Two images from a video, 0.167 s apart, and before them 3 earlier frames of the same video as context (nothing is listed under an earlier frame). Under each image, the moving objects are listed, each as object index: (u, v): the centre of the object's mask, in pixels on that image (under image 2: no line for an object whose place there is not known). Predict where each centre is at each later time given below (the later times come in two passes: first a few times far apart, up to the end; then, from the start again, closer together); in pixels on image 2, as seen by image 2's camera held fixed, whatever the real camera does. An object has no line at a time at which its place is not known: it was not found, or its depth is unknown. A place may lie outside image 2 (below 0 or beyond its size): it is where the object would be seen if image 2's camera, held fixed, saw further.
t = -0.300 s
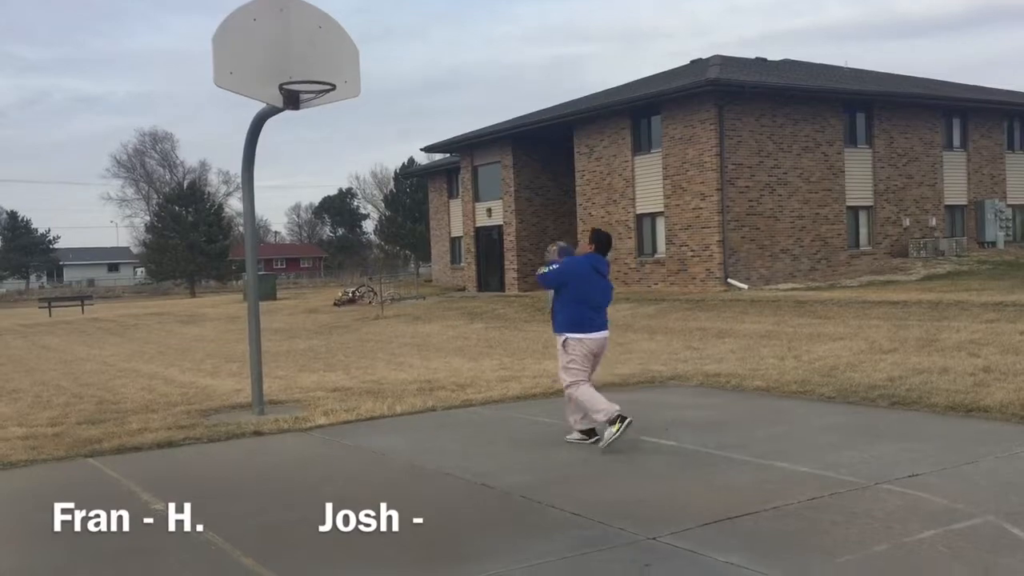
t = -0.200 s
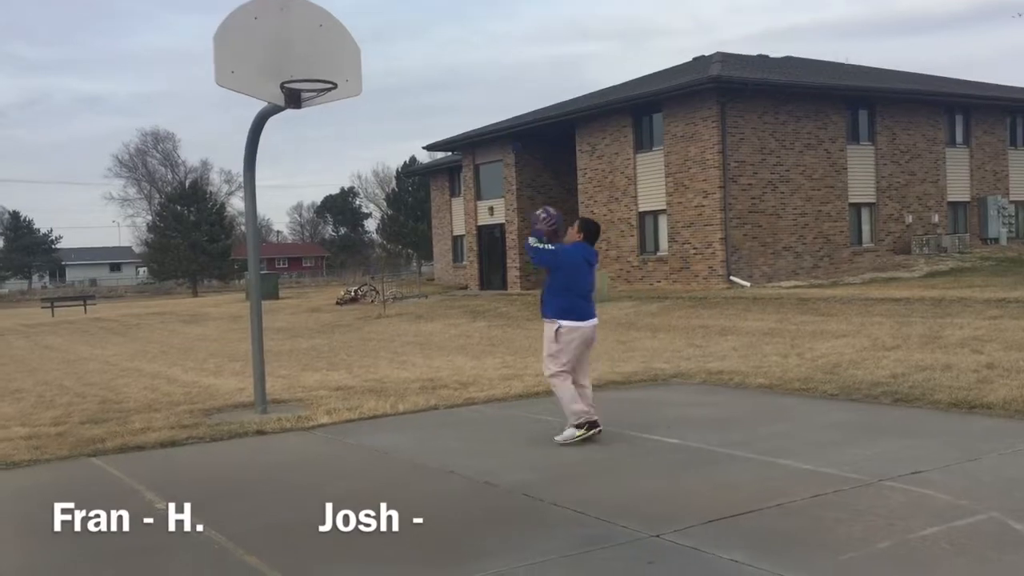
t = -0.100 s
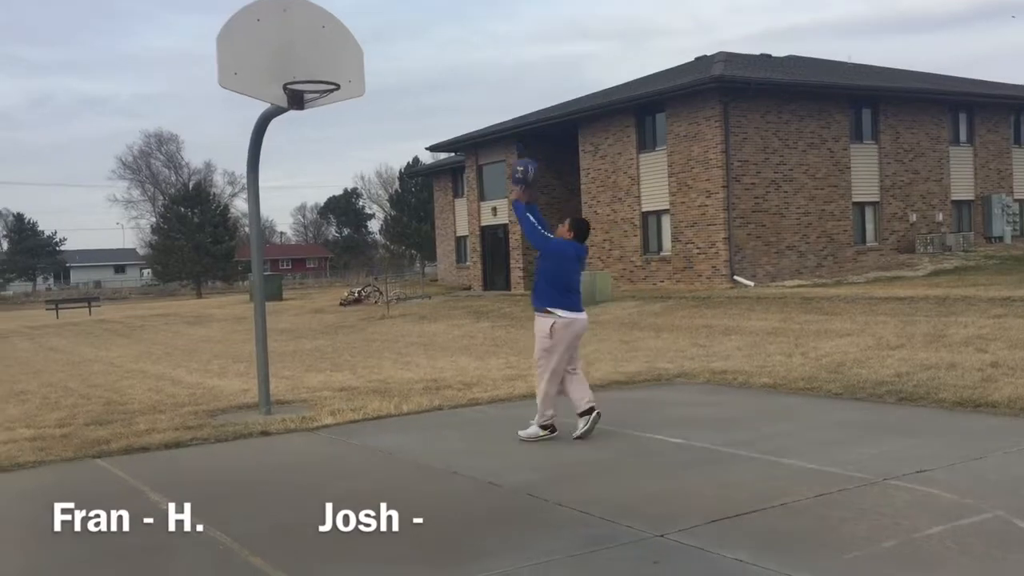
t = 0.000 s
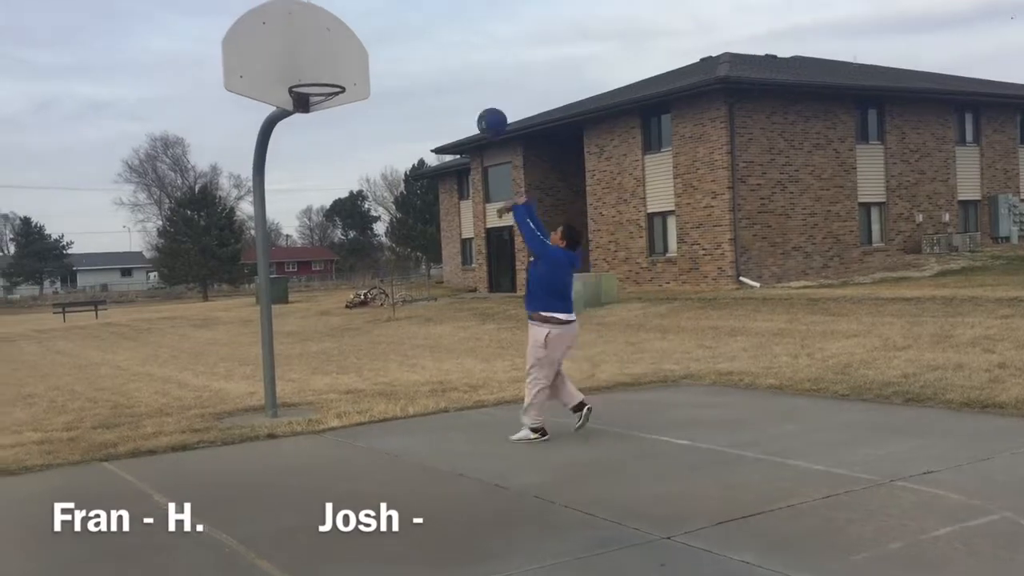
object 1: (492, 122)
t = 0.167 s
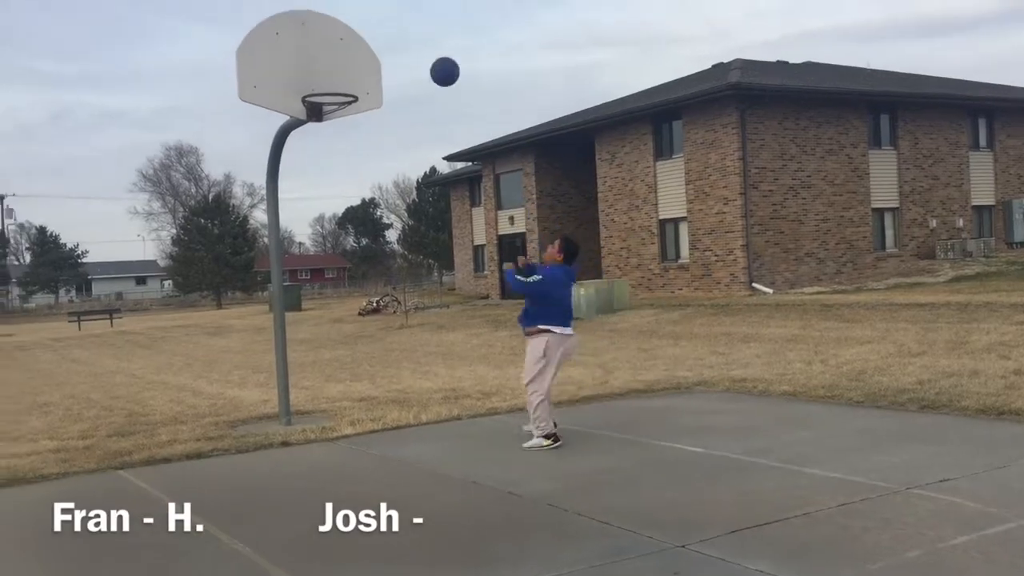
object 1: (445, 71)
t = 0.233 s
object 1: (422, 57)
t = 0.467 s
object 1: (348, 50)
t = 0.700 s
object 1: (284, 85)
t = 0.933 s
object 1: (261, 102)
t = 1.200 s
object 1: (244, 200)
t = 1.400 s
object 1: (231, 341)
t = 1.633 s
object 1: (213, 400)
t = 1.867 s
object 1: (187, 293)
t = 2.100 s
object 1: (162, 256)
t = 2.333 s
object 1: (138, 294)
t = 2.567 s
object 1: (115, 418)
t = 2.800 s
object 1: (89, 435)
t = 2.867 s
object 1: (79, 409)
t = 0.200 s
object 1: (433, 64)
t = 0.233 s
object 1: (422, 57)
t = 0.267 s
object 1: (411, 53)
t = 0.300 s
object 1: (400, 49)
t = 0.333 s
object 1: (389, 47)
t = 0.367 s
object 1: (379, 46)
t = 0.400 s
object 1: (369, 46)
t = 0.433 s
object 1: (358, 48)
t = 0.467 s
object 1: (348, 50)
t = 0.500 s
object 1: (338, 55)
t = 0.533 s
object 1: (329, 60)
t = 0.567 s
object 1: (319, 67)
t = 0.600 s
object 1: (310, 75)
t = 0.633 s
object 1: (300, 83)
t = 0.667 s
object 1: (292, 85)
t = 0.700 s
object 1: (284, 85)
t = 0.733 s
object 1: (277, 86)
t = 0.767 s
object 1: (274, 85)
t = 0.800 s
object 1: (271, 86)
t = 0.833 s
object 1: (269, 88)
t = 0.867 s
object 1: (266, 91)
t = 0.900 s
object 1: (264, 96)
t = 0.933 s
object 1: (261, 102)
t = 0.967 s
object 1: (259, 109)
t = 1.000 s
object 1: (256, 117)
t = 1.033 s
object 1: (254, 127)
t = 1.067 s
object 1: (252, 139)
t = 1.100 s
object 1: (249, 152)
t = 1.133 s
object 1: (247, 167)
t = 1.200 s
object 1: (244, 200)
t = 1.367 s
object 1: (234, 313)
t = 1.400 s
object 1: (231, 341)
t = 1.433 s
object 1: (229, 371)
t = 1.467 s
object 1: (228, 402)
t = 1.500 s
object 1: (226, 435)
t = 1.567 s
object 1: (221, 441)
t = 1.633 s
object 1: (213, 400)
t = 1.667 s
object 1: (208, 381)
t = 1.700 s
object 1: (204, 363)
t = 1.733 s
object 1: (200, 347)
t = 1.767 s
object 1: (196, 331)
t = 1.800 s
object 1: (193, 318)
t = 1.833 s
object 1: (191, 305)
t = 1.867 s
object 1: (187, 293)
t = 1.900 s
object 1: (184, 284)
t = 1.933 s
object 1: (177, 273)
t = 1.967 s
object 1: (175, 268)
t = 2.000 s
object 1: (172, 263)
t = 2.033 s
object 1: (168, 259)
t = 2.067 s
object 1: (164, 257)
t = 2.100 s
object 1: (162, 256)
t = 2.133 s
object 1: (158, 257)
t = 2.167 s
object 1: (155, 258)
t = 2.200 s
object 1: (150, 263)
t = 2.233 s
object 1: (148, 268)
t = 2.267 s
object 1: (143, 275)
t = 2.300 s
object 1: (139, 283)
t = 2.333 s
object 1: (138, 294)
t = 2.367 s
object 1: (133, 307)
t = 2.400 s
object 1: (133, 319)
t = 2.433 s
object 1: (127, 335)
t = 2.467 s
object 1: (123, 354)
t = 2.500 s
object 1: (120, 373)
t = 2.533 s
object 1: (118, 394)
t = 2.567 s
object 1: (115, 418)
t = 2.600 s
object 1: (111, 443)
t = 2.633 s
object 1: (107, 471)
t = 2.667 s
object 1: (105, 500)
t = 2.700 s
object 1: (100, 484)
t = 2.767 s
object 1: (93, 450)
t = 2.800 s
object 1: (89, 435)
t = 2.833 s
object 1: (85, 420)
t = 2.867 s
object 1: (79, 409)
